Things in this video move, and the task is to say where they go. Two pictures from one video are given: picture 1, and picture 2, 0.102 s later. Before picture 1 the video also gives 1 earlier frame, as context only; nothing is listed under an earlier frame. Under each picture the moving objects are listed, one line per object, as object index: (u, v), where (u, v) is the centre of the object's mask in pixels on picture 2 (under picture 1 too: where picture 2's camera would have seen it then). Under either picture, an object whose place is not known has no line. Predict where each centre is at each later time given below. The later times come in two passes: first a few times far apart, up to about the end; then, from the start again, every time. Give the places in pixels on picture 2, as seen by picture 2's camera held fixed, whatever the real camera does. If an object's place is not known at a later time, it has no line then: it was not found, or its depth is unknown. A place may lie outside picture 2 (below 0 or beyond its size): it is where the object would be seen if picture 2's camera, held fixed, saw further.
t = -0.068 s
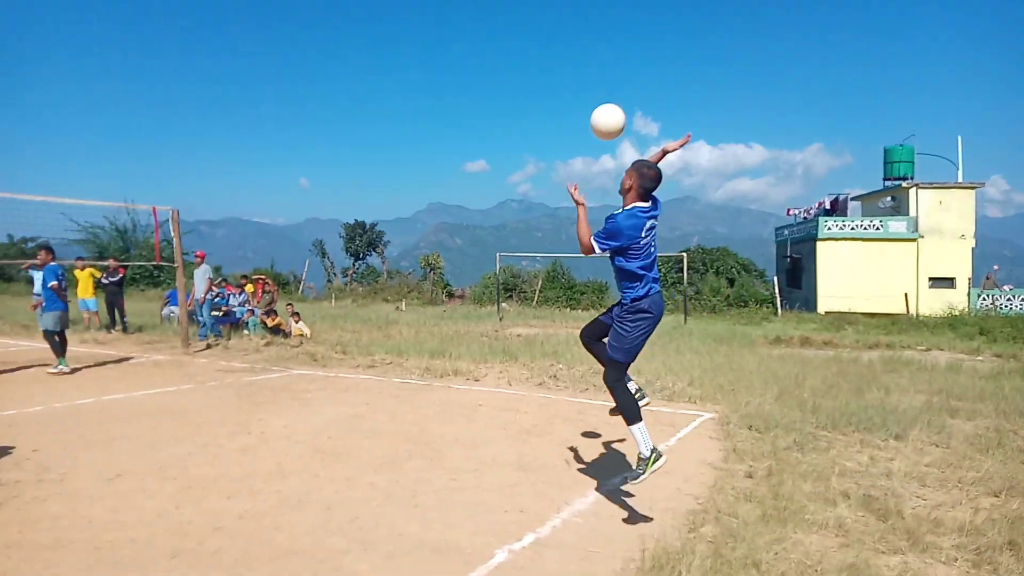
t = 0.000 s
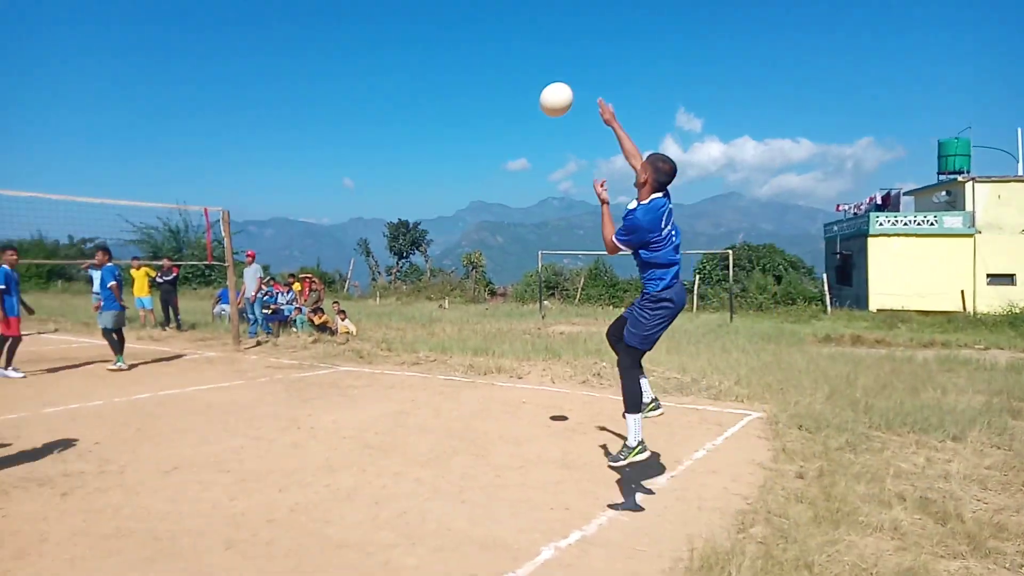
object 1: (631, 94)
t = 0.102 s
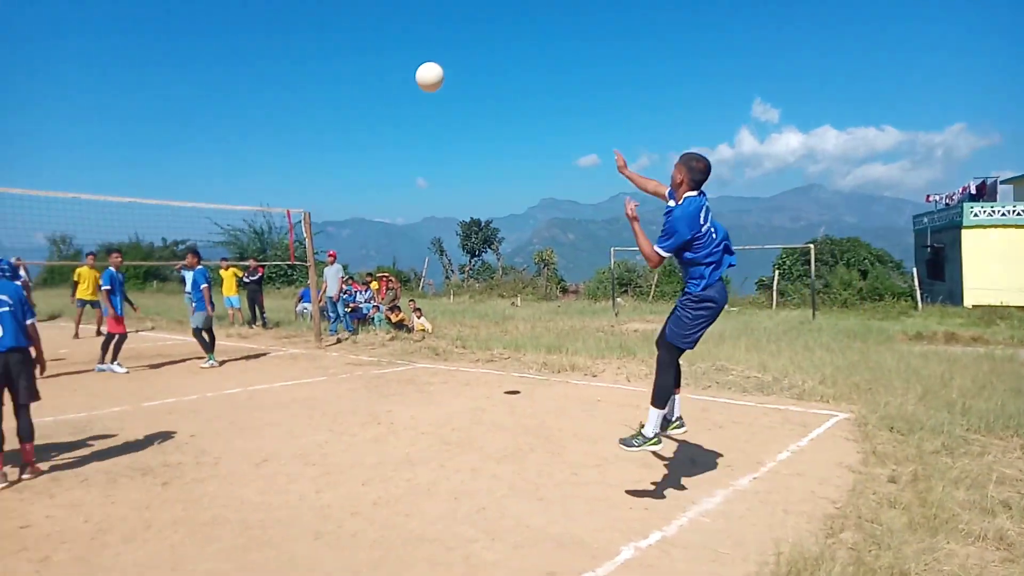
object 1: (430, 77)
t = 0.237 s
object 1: (256, 73)
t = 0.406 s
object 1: (117, 94)
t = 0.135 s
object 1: (379, 74)
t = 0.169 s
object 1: (334, 72)
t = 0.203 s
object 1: (293, 71)
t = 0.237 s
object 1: (256, 73)
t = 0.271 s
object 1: (223, 74)
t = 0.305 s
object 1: (192, 77)
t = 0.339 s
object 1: (165, 82)
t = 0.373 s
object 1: (140, 87)
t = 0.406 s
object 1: (117, 94)
